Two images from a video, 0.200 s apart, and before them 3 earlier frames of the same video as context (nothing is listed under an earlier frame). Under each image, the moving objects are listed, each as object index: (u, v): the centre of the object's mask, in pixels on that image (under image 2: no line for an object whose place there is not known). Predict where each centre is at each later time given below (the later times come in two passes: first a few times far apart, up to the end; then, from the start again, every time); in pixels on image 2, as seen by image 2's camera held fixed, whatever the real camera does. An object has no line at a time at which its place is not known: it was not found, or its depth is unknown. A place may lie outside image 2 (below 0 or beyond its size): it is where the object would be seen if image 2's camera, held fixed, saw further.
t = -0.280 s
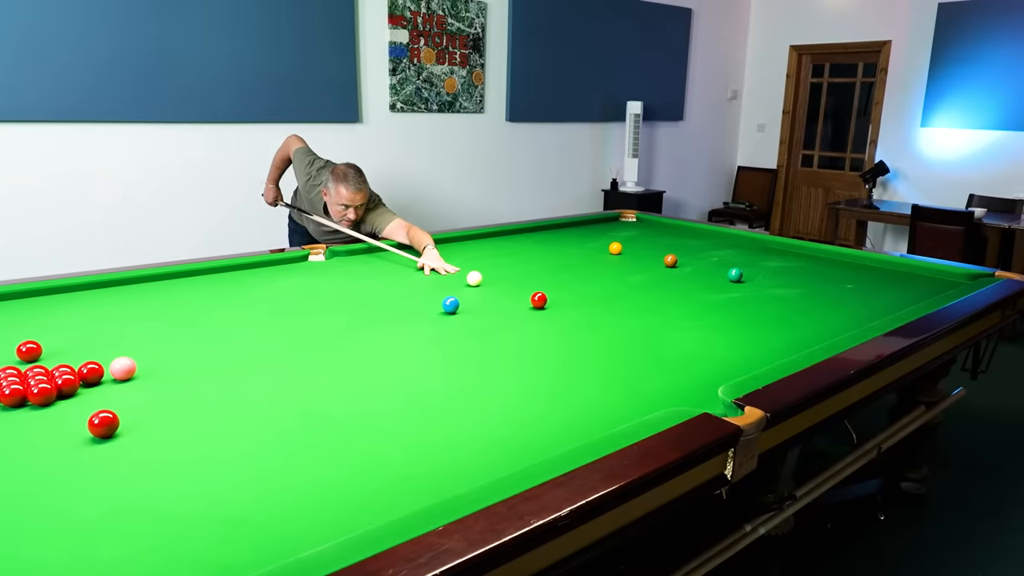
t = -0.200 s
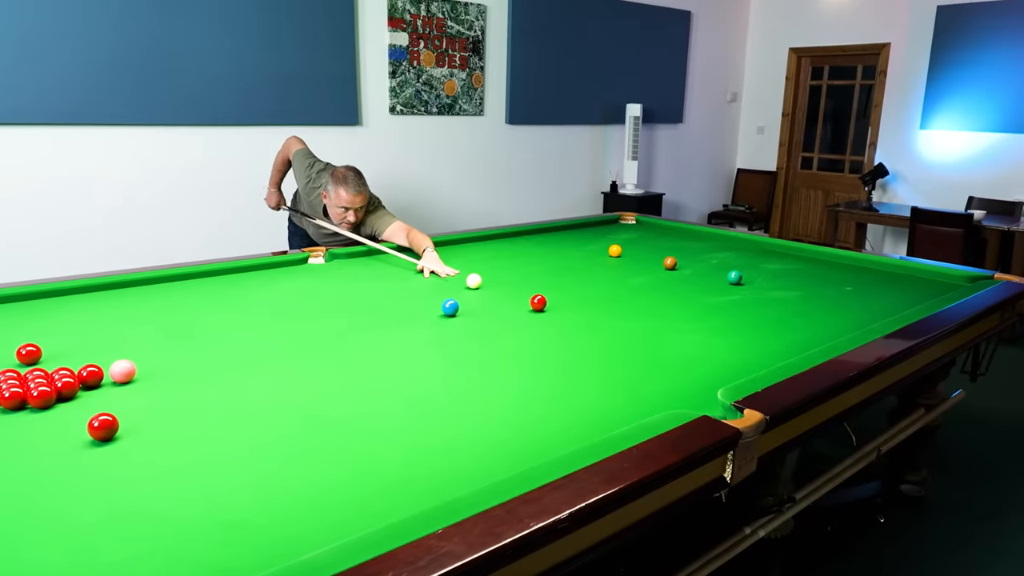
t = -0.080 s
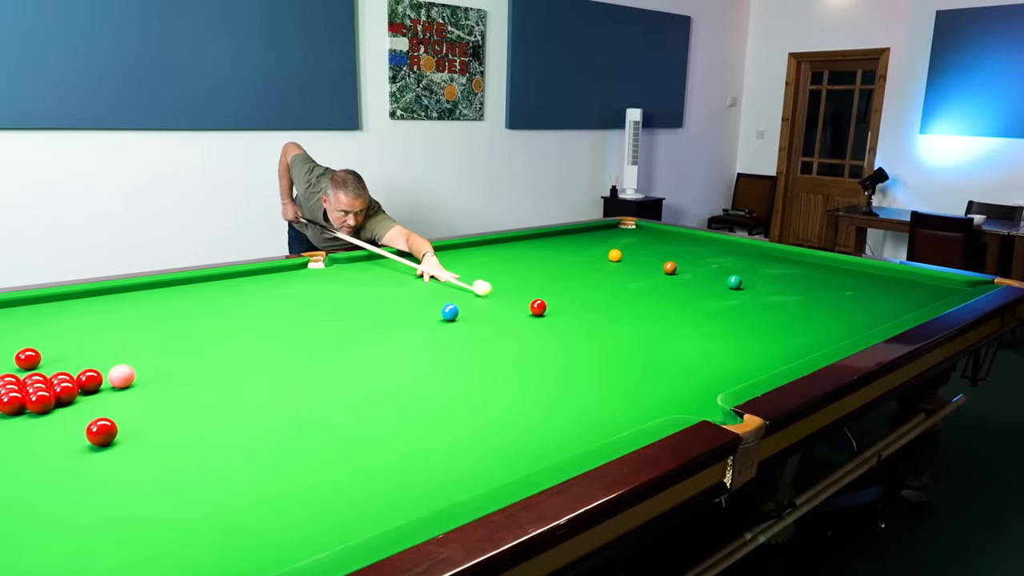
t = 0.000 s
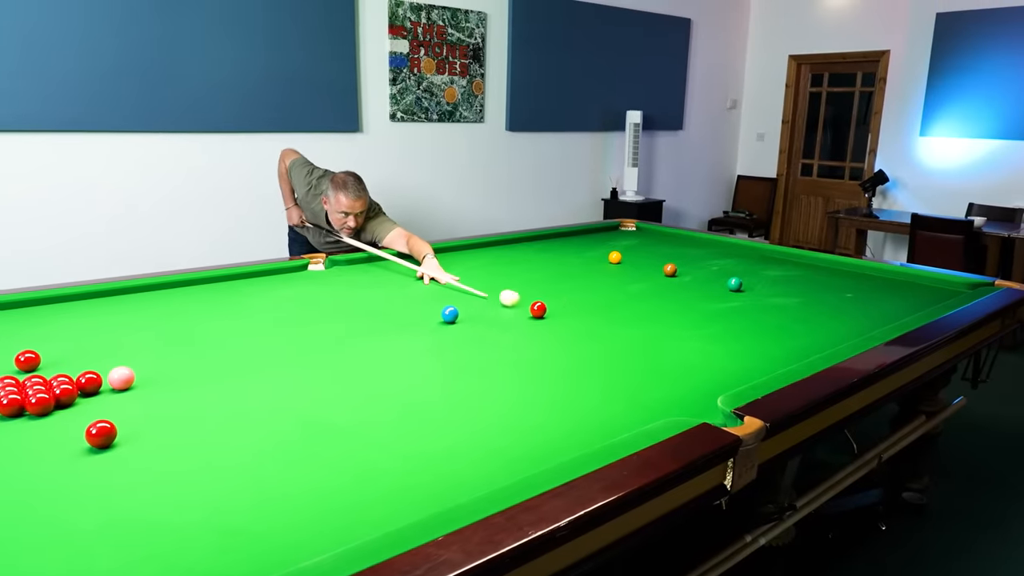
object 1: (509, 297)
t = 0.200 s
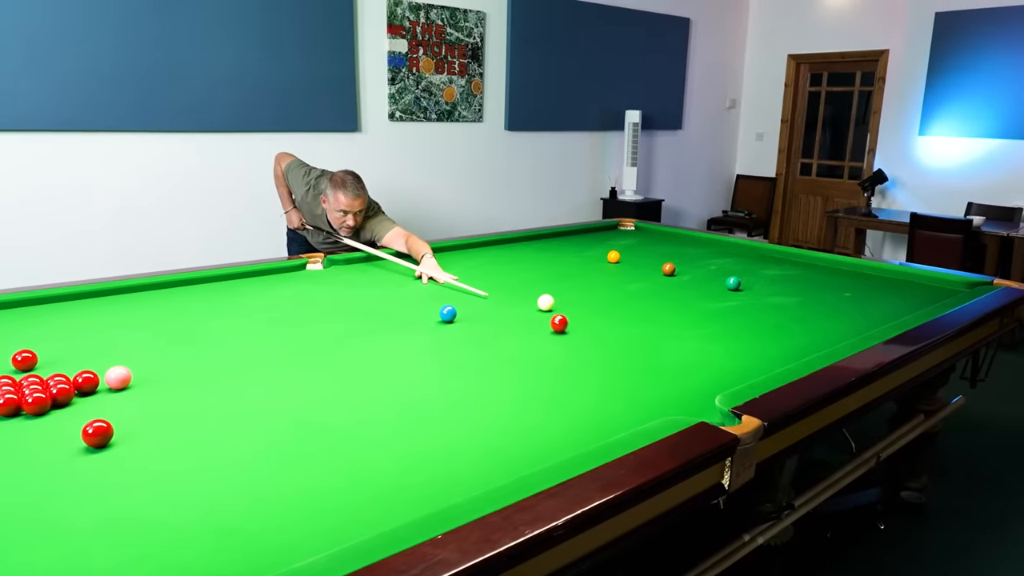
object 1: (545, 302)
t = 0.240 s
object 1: (548, 301)
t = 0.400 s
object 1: (560, 299)
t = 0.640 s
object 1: (575, 296)
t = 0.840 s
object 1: (586, 294)
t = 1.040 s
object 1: (597, 292)
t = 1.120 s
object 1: (601, 291)
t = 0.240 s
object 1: (548, 301)
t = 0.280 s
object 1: (551, 301)
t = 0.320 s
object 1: (554, 300)
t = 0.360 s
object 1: (557, 300)
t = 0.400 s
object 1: (560, 299)
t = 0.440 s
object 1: (562, 299)
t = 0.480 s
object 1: (565, 298)
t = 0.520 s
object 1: (567, 298)
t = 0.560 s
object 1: (570, 297)
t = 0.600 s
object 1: (573, 297)
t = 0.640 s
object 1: (575, 296)
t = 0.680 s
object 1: (577, 296)
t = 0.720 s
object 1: (580, 295)
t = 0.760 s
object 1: (582, 295)
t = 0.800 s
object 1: (584, 294)
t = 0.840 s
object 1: (586, 294)
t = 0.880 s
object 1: (589, 293)
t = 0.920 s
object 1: (591, 293)
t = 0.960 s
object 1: (593, 293)
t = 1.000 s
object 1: (595, 292)
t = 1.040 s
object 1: (597, 292)
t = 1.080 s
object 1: (599, 292)
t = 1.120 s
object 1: (601, 291)
